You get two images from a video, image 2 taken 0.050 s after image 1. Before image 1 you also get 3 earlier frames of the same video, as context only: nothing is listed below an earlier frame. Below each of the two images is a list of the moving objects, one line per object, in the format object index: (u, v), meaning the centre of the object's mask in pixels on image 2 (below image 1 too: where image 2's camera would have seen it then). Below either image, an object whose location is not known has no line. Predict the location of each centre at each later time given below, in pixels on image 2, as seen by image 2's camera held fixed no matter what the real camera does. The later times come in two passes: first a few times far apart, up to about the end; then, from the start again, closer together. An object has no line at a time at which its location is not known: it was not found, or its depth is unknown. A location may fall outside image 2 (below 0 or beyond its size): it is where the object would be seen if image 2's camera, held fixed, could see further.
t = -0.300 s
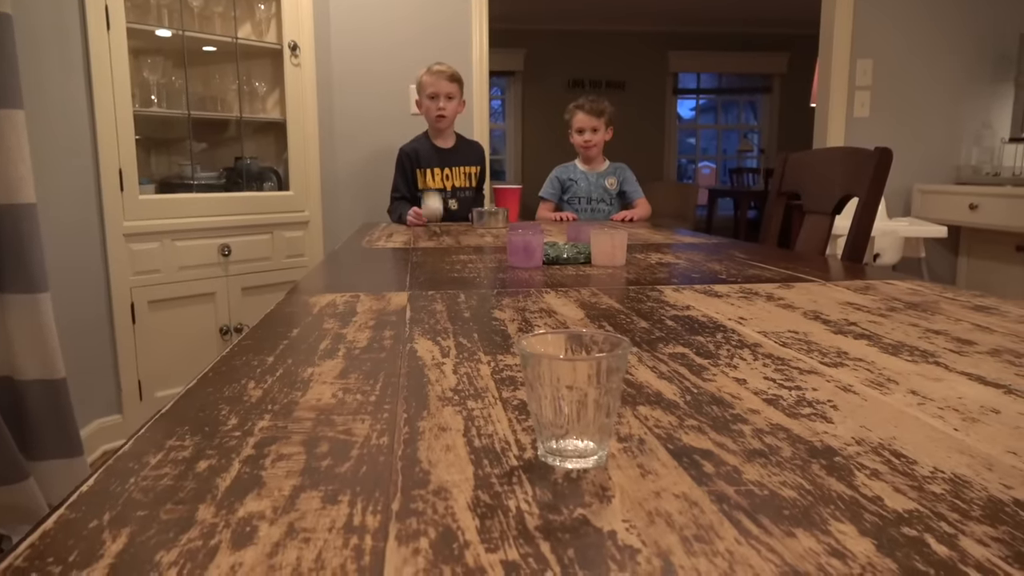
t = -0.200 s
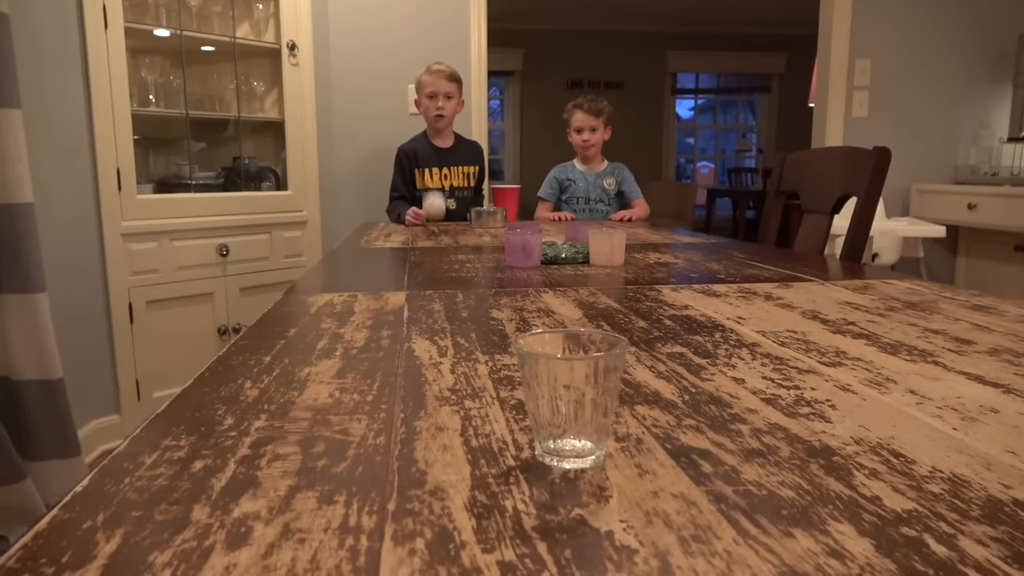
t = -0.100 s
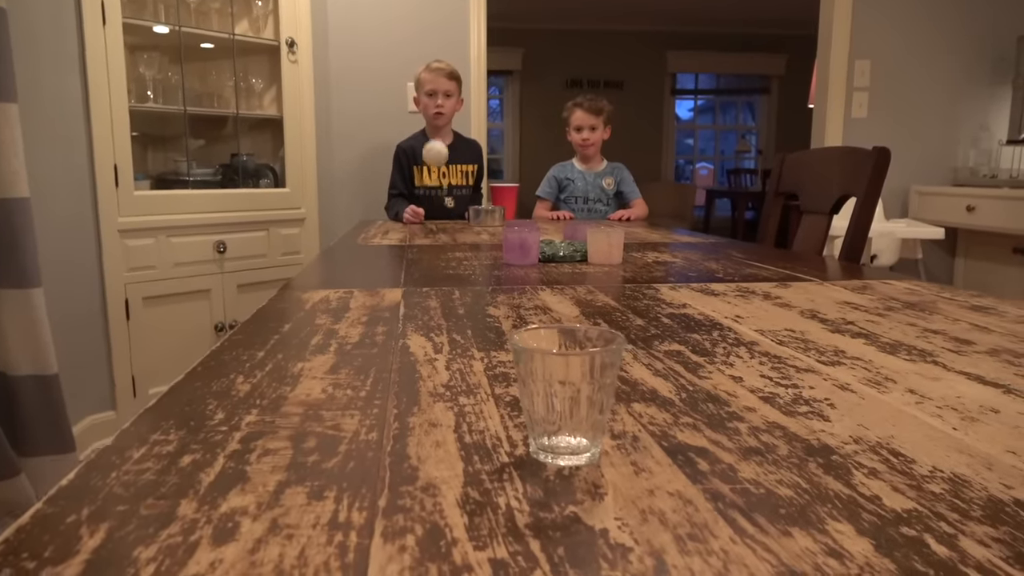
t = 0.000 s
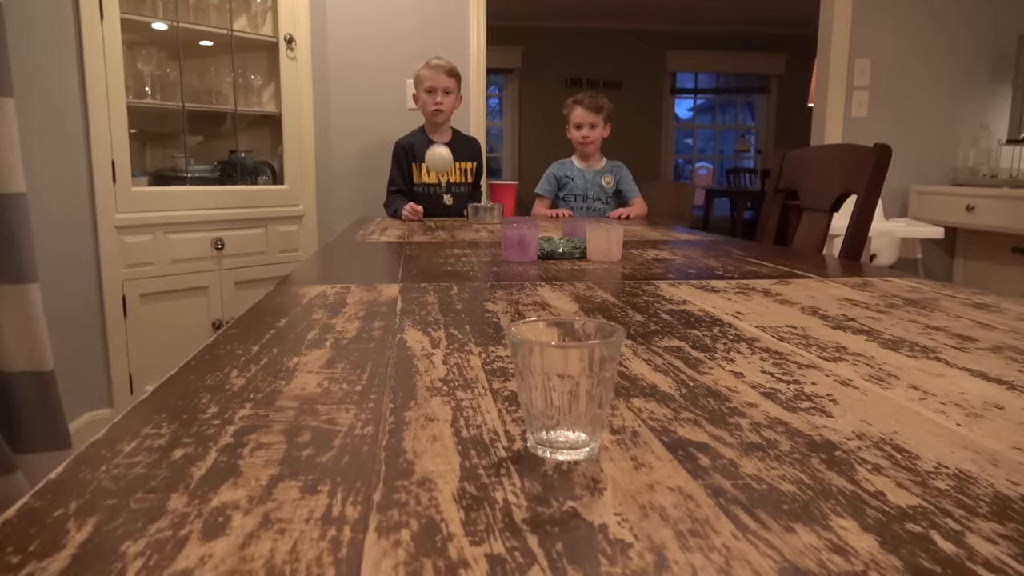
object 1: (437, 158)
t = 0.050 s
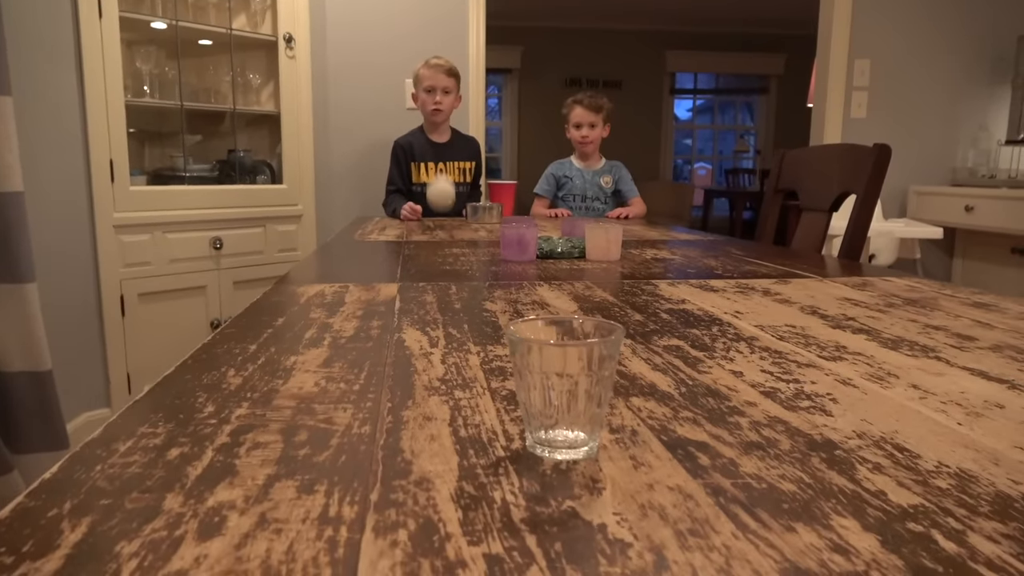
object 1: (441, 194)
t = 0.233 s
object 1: (452, 175)
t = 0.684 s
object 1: (520, 257)
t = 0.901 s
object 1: (537, 296)
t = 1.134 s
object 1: (545, 285)
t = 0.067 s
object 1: (442, 203)
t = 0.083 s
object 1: (443, 223)
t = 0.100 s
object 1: (444, 246)
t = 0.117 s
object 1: (445, 263)
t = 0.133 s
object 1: (446, 247)
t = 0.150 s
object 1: (446, 231)
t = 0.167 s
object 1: (447, 213)
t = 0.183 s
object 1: (448, 202)
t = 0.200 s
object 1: (449, 194)
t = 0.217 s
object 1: (450, 183)
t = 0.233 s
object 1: (452, 175)
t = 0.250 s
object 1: (452, 168)
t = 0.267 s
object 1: (453, 165)
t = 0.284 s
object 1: (454, 164)
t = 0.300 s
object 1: (455, 164)
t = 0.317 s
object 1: (457, 168)
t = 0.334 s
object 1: (458, 174)
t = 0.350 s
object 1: (460, 183)
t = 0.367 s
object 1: (461, 197)
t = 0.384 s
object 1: (463, 212)
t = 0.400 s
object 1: (466, 231)
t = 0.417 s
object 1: (470, 258)
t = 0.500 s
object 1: (479, 239)
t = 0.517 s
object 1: (482, 224)
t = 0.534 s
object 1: (482, 213)
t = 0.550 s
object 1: (485, 200)
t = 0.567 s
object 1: (487, 195)
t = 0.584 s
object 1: (490, 192)
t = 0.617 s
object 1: (500, 195)
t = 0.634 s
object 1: (506, 204)
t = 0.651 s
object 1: (510, 215)
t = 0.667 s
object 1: (514, 232)
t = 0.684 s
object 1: (520, 257)
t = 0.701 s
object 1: (525, 280)
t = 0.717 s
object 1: (527, 293)
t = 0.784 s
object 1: (544, 295)
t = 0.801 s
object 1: (543, 291)
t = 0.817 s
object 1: (541, 288)
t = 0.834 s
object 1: (541, 287)
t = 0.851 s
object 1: (540, 287)
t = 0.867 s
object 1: (538, 288)
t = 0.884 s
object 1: (537, 292)
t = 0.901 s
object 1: (537, 296)
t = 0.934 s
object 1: (535, 297)
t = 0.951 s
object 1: (537, 292)
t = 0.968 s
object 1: (537, 285)
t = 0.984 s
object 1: (537, 281)
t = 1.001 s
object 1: (537, 277)
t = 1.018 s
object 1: (538, 277)
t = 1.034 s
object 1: (538, 279)
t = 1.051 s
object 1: (539, 282)
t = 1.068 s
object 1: (541, 288)
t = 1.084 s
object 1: (545, 298)
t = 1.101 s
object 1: (545, 298)
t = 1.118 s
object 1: (544, 291)
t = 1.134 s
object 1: (545, 285)
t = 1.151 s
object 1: (546, 280)
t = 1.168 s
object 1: (546, 278)
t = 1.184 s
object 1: (548, 279)
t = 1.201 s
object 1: (549, 280)
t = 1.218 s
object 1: (551, 284)
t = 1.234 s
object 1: (552, 292)
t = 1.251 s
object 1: (554, 297)
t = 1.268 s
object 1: (556, 292)
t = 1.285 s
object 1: (554, 283)
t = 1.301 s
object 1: (552, 280)
